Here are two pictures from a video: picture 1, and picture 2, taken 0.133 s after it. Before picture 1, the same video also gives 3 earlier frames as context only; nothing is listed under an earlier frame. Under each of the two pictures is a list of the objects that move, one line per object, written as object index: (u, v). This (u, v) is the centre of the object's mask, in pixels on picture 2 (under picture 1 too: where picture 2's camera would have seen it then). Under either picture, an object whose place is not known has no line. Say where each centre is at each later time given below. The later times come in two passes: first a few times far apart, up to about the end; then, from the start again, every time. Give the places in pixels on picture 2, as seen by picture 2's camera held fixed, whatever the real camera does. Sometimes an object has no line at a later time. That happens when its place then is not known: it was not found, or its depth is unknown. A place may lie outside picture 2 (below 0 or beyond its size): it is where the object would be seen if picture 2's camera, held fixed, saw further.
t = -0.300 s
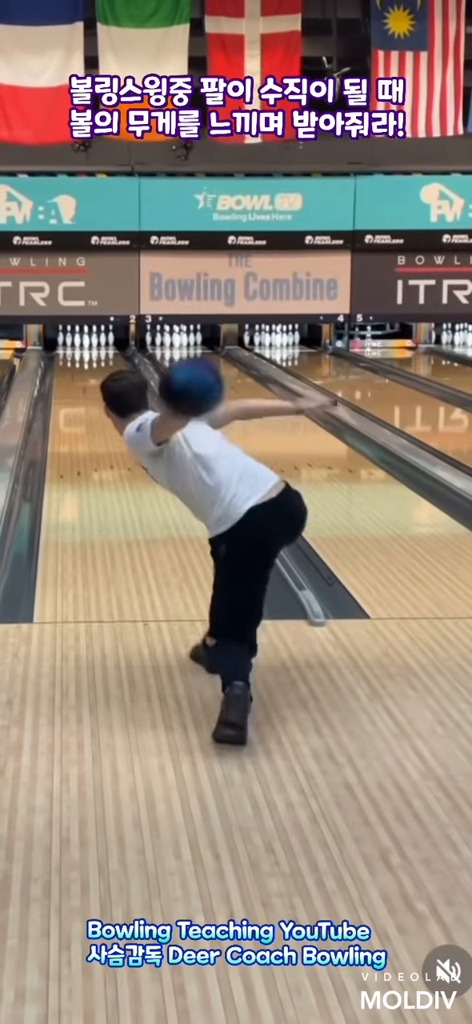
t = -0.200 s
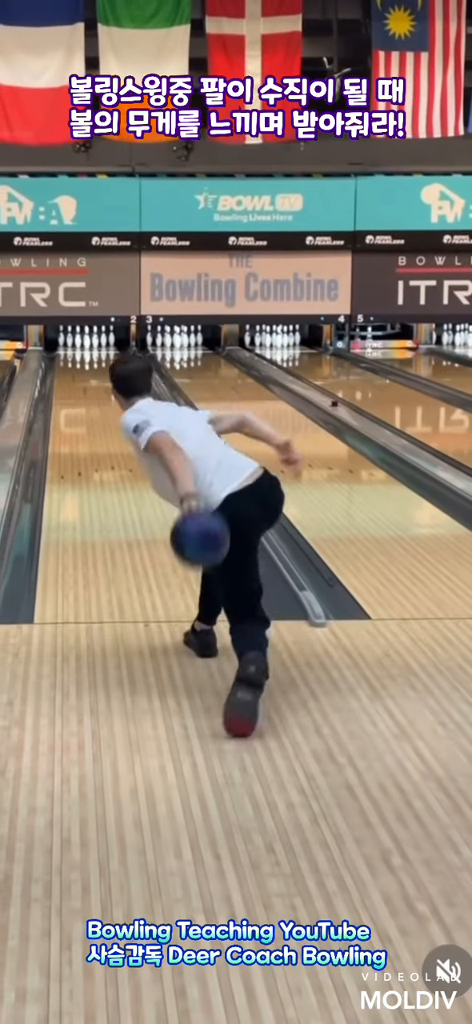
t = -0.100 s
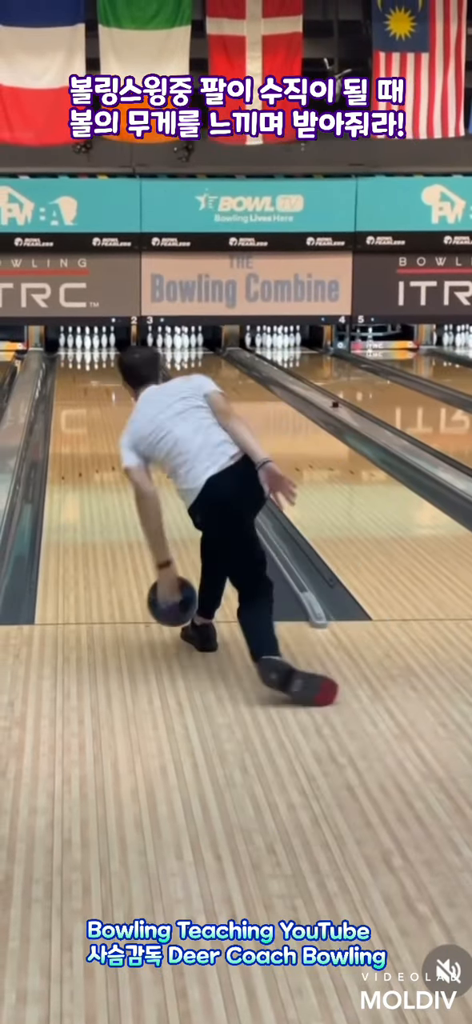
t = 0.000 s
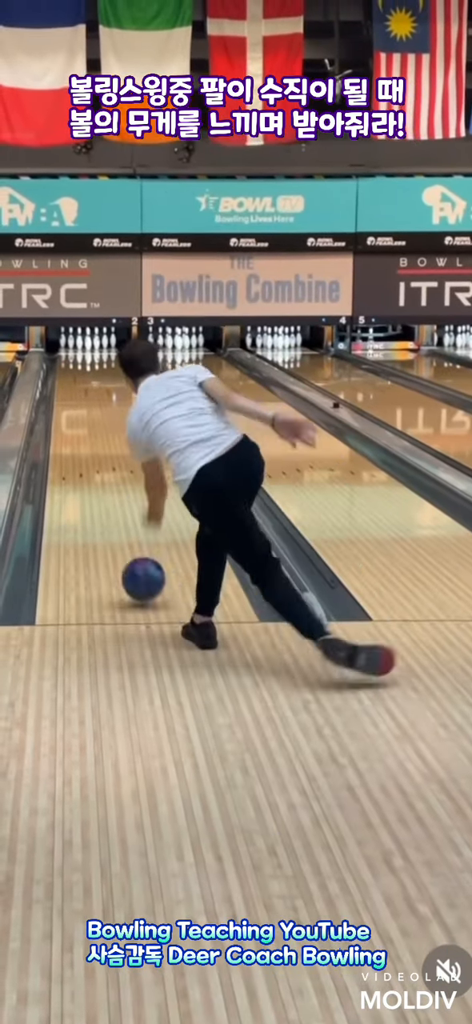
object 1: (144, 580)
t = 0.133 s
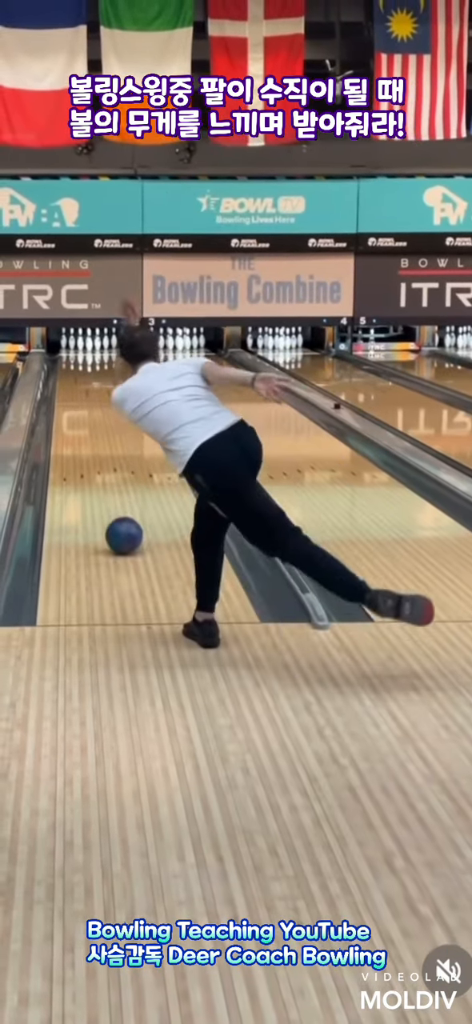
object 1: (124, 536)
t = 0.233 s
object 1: (112, 507)
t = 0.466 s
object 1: (94, 459)
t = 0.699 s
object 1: (82, 425)
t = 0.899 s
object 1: (75, 404)
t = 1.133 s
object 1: (69, 385)
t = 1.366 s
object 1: (66, 371)
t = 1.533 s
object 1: (66, 362)
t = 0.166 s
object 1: (120, 526)
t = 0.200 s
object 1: (116, 516)
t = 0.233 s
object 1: (112, 507)
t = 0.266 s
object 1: (109, 499)
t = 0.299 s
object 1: (106, 491)
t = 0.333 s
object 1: (103, 484)
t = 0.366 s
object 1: (101, 477)
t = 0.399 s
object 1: (98, 471)
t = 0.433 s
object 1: (96, 465)
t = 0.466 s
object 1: (94, 459)
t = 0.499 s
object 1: (92, 454)
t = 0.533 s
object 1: (90, 448)
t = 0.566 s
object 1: (88, 443)
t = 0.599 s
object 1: (86, 438)
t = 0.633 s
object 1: (85, 434)
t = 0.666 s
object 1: (83, 429)
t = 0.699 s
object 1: (82, 425)
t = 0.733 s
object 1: (80, 422)
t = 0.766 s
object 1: (79, 418)
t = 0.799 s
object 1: (78, 414)
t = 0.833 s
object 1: (77, 411)
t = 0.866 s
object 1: (76, 408)
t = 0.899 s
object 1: (75, 404)
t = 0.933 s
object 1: (74, 401)
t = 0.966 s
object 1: (73, 398)
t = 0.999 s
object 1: (72, 396)
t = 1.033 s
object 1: (71, 393)
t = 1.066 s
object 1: (70, 390)
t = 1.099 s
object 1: (70, 388)
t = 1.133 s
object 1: (69, 385)
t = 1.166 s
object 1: (68, 383)
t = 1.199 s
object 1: (68, 381)
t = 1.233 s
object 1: (67, 380)
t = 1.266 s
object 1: (67, 377)
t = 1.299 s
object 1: (67, 375)
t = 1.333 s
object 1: (67, 373)
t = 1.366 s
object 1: (66, 371)
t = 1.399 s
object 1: (66, 369)
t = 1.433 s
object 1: (66, 367)
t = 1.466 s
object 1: (66, 365)
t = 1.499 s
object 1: (66, 363)
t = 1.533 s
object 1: (66, 362)
